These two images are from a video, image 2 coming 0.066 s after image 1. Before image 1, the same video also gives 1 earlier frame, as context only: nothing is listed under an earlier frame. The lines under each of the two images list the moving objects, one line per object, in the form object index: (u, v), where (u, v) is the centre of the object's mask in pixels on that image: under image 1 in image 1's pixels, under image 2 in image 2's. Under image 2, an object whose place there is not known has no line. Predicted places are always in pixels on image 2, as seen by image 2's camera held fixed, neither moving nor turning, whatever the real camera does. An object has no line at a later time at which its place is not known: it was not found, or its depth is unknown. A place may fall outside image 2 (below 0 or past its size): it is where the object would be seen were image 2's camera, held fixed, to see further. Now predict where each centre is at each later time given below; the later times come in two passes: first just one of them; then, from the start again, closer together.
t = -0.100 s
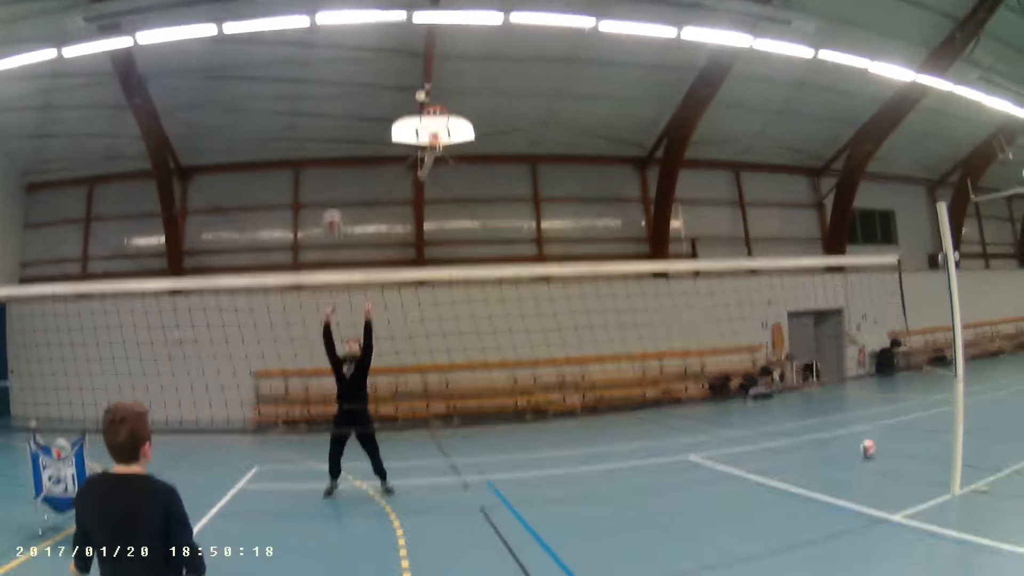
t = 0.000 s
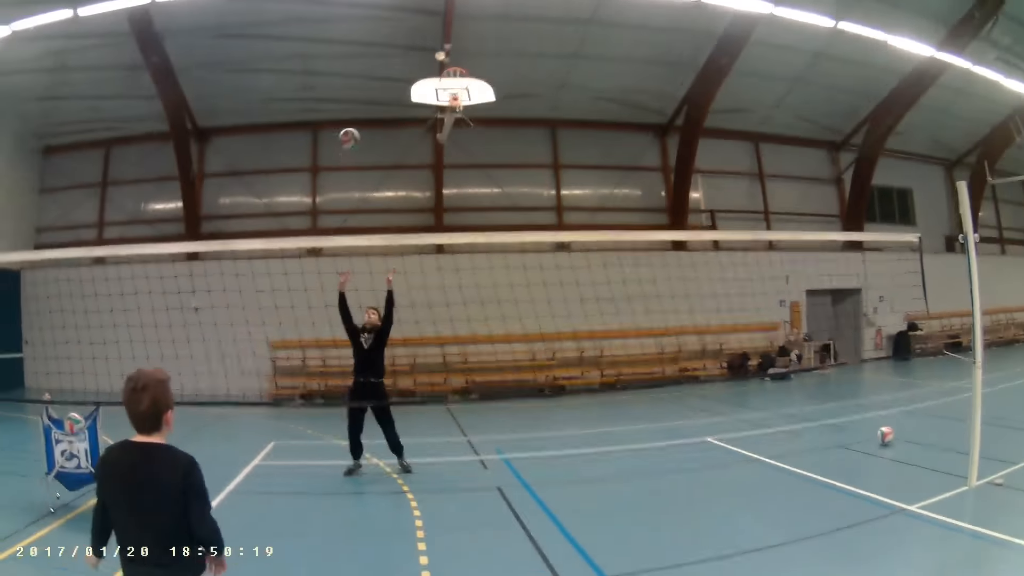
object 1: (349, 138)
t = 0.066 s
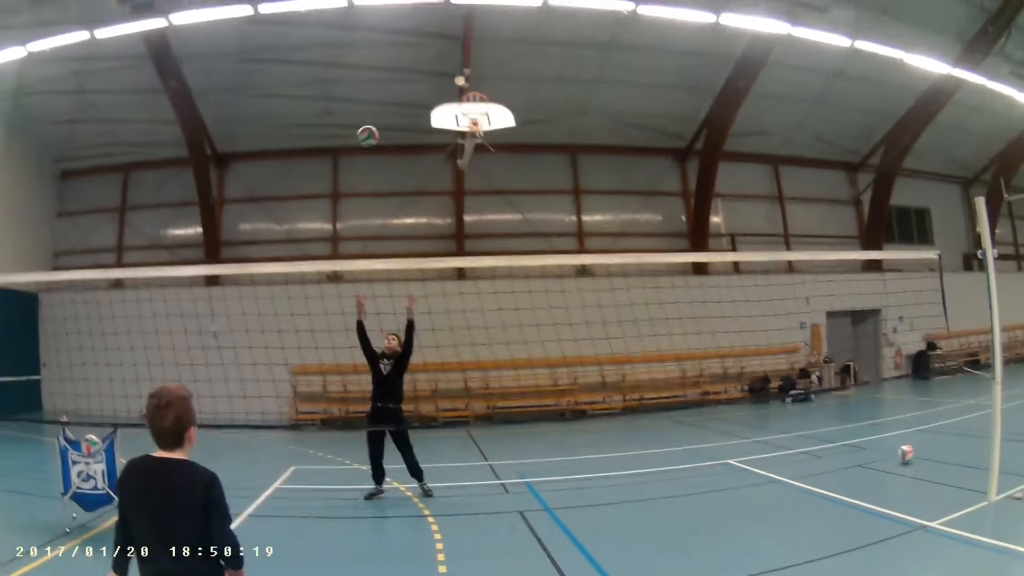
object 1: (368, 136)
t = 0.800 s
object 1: (368, 108)
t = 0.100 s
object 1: (368, 123)
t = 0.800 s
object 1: (368, 108)
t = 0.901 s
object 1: (366, 144)
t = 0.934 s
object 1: (365, 158)
